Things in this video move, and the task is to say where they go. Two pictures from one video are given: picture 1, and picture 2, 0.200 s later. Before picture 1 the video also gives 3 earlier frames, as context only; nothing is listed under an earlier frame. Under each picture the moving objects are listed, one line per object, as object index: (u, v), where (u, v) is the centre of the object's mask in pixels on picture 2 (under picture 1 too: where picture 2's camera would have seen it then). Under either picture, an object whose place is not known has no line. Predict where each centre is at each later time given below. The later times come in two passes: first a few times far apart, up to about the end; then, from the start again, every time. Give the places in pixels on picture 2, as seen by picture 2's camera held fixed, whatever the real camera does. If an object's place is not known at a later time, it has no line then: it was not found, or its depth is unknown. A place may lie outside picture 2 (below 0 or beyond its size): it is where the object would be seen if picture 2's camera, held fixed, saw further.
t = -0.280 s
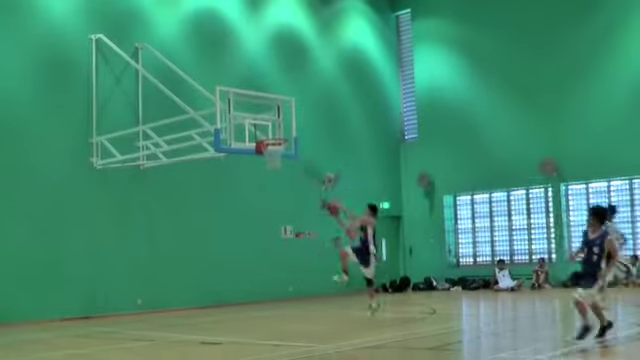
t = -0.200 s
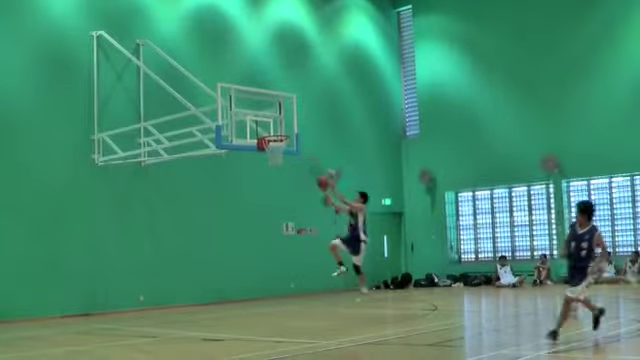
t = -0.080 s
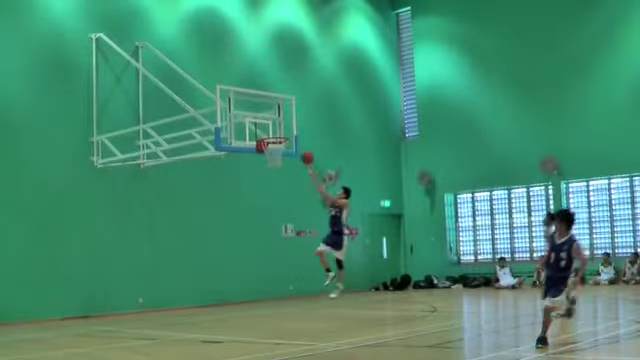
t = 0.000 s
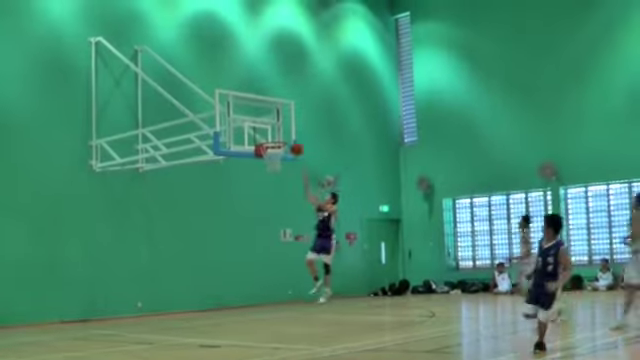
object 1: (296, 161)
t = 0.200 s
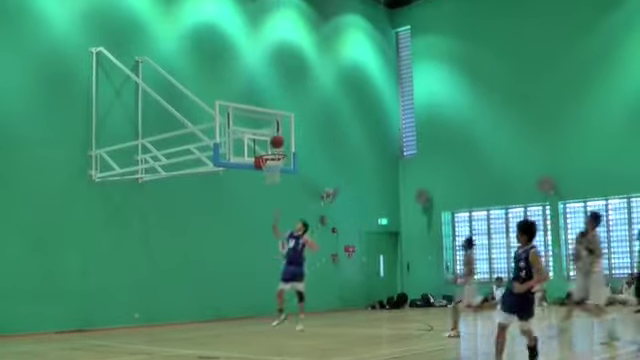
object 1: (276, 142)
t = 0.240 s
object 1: (277, 141)
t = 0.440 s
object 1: (275, 144)
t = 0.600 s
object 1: (275, 164)
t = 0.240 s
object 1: (277, 141)
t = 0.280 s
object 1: (276, 139)
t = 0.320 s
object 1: (276, 139)
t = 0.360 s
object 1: (276, 140)
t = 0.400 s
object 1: (276, 141)
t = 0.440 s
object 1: (275, 144)
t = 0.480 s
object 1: (275, 148)
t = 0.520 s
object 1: (276, 153)
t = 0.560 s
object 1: (276, 157)
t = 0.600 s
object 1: (275, 164)
